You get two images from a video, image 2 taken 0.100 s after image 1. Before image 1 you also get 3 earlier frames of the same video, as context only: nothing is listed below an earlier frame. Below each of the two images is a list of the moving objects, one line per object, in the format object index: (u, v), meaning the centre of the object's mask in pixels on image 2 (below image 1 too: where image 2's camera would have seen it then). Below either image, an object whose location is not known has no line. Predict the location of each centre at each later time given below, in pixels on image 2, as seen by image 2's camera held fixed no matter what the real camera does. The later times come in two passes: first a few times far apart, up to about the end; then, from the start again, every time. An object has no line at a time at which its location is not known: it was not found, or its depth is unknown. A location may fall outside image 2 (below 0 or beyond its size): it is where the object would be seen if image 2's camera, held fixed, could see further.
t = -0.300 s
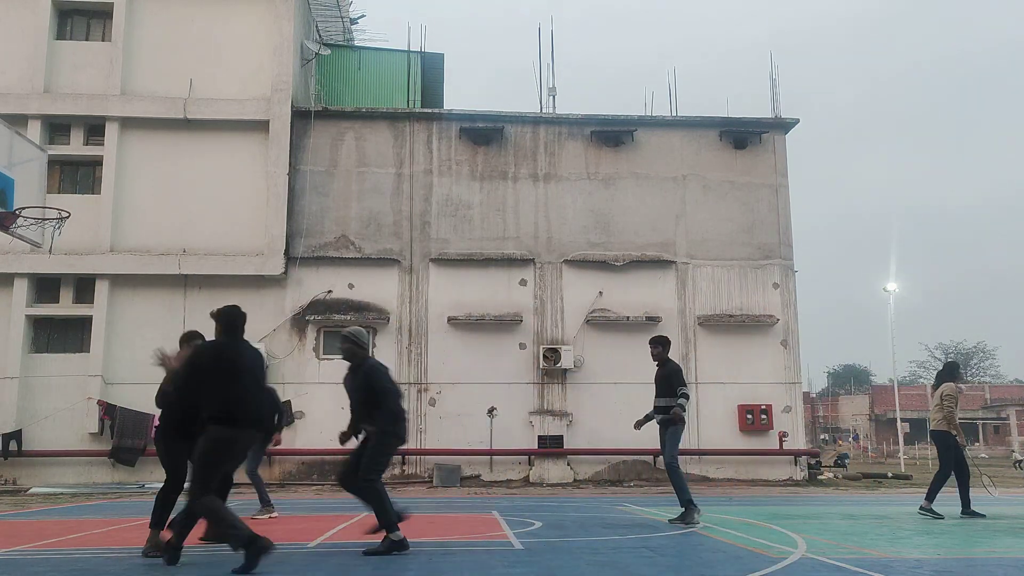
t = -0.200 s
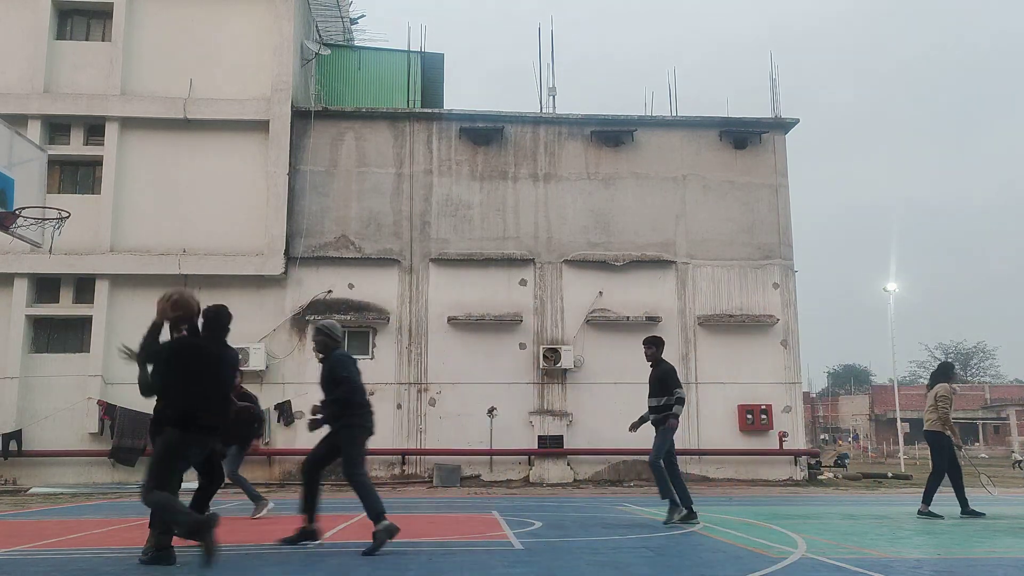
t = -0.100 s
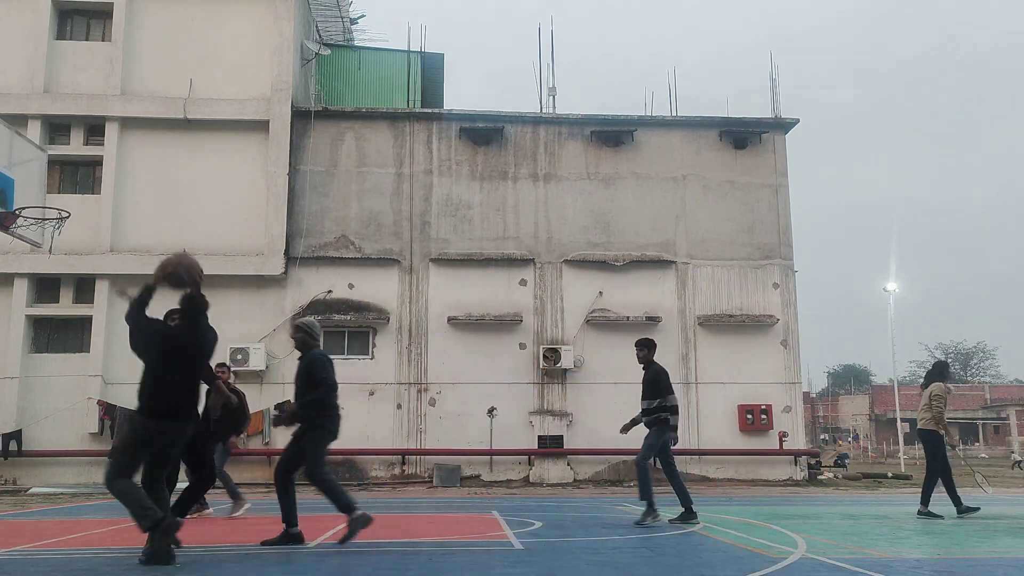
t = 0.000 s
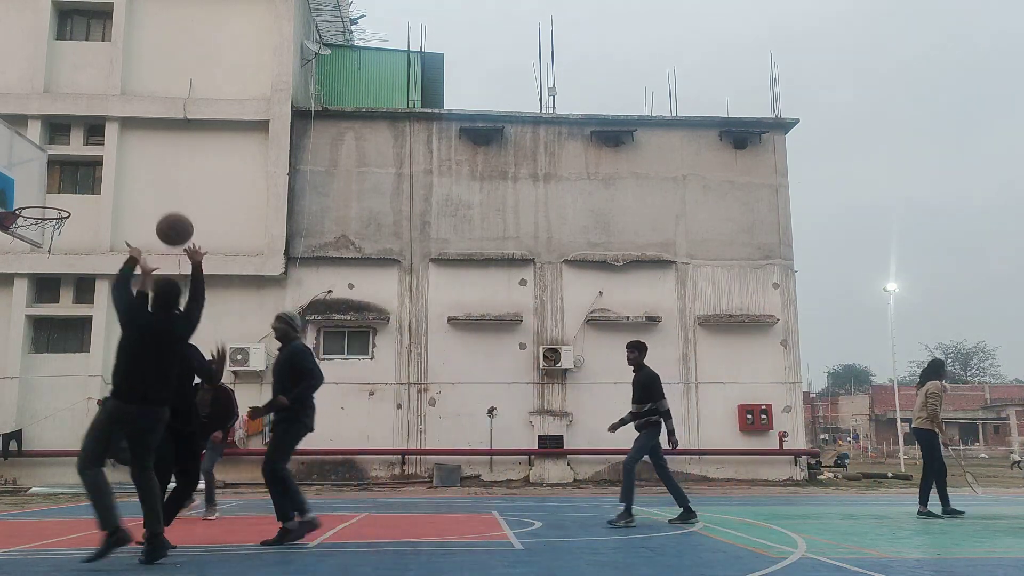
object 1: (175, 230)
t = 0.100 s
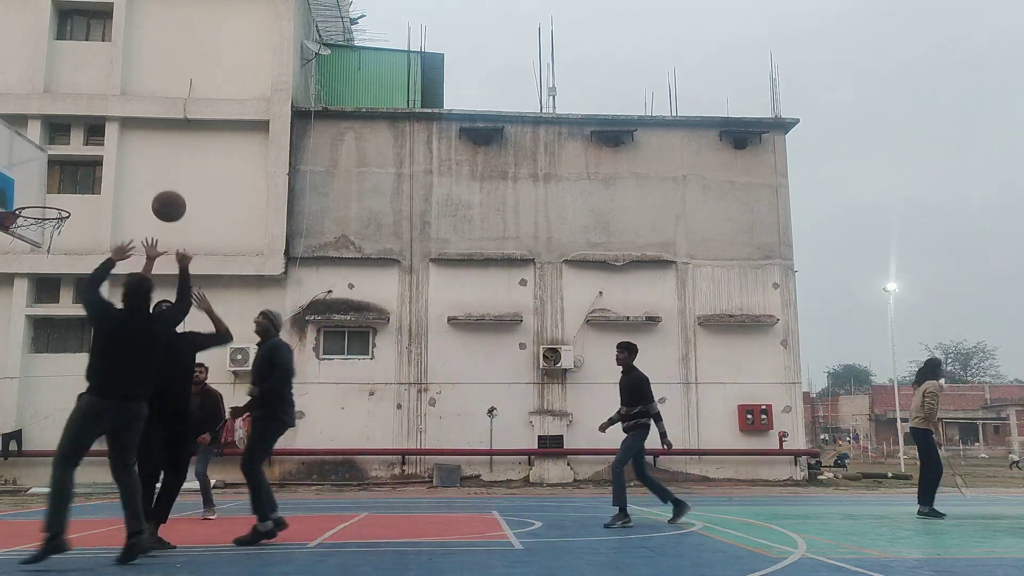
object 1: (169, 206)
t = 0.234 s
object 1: (161, 198)
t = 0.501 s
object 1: (145, 239)
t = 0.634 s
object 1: (136, 280)
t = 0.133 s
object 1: (167, 202)
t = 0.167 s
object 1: (165, 199)
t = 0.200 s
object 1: (163, 198)
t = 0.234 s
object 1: (161, 198)
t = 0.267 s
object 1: (159, 200)
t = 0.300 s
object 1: (158, 202)
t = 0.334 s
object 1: (156, 206)
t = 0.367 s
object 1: (154, 210)
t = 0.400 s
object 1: (152, 216)
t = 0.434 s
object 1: (150, 223)
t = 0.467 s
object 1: (147, 230)
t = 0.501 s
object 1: (145, 239)
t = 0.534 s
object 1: (143, 248)
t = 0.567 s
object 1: (141, 257)
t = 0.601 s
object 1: (139, 269)
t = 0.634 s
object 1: (136, 280)
